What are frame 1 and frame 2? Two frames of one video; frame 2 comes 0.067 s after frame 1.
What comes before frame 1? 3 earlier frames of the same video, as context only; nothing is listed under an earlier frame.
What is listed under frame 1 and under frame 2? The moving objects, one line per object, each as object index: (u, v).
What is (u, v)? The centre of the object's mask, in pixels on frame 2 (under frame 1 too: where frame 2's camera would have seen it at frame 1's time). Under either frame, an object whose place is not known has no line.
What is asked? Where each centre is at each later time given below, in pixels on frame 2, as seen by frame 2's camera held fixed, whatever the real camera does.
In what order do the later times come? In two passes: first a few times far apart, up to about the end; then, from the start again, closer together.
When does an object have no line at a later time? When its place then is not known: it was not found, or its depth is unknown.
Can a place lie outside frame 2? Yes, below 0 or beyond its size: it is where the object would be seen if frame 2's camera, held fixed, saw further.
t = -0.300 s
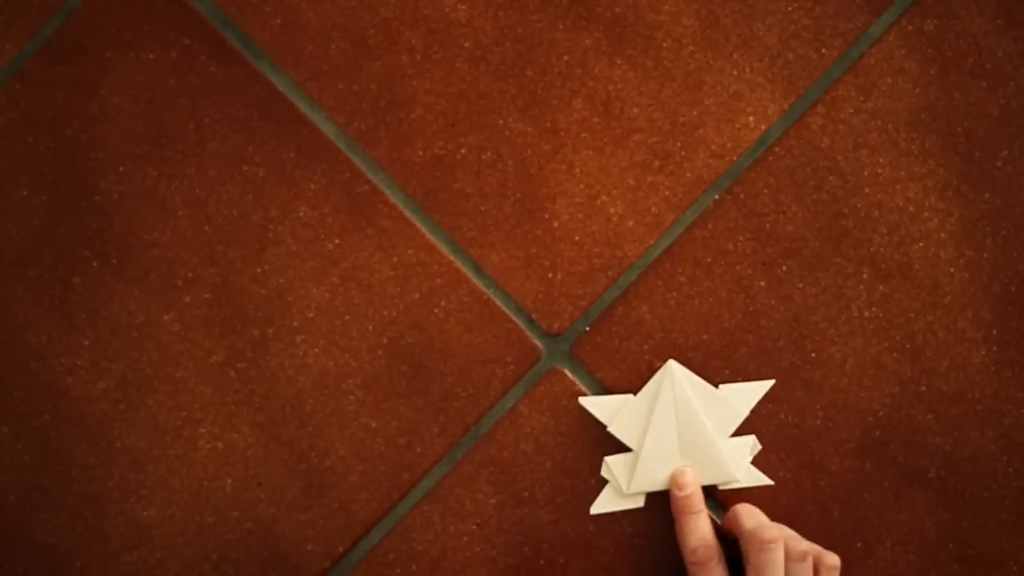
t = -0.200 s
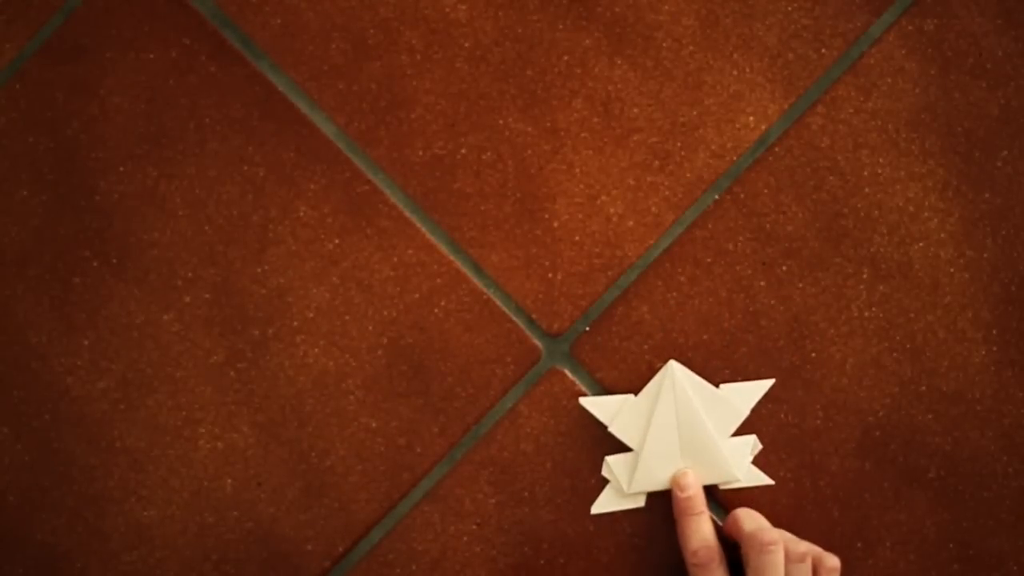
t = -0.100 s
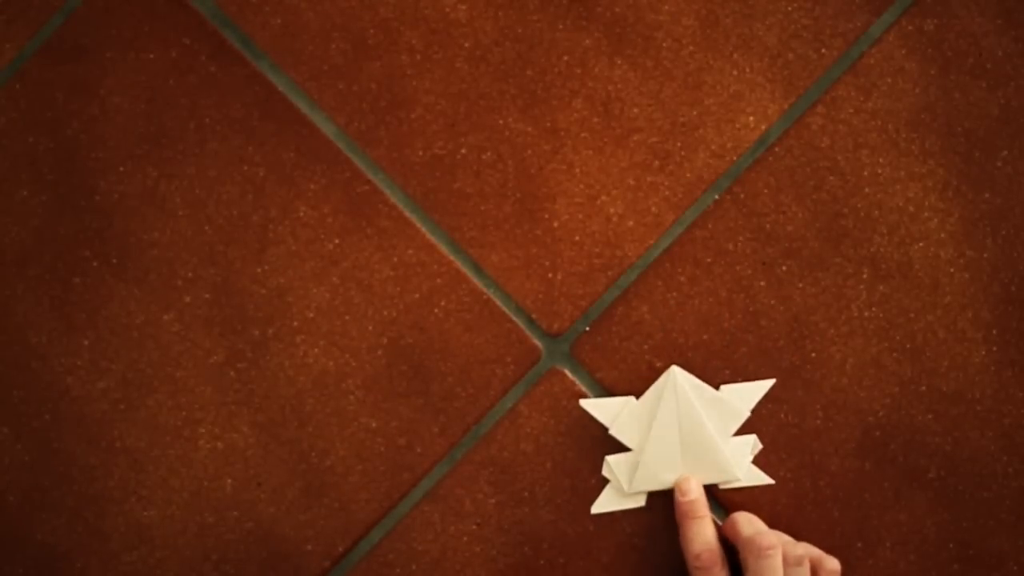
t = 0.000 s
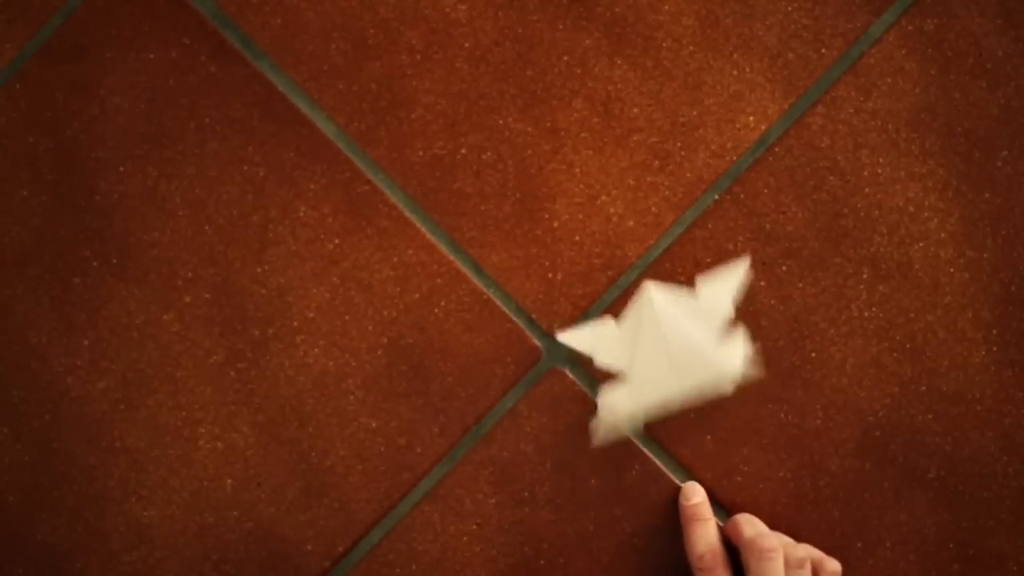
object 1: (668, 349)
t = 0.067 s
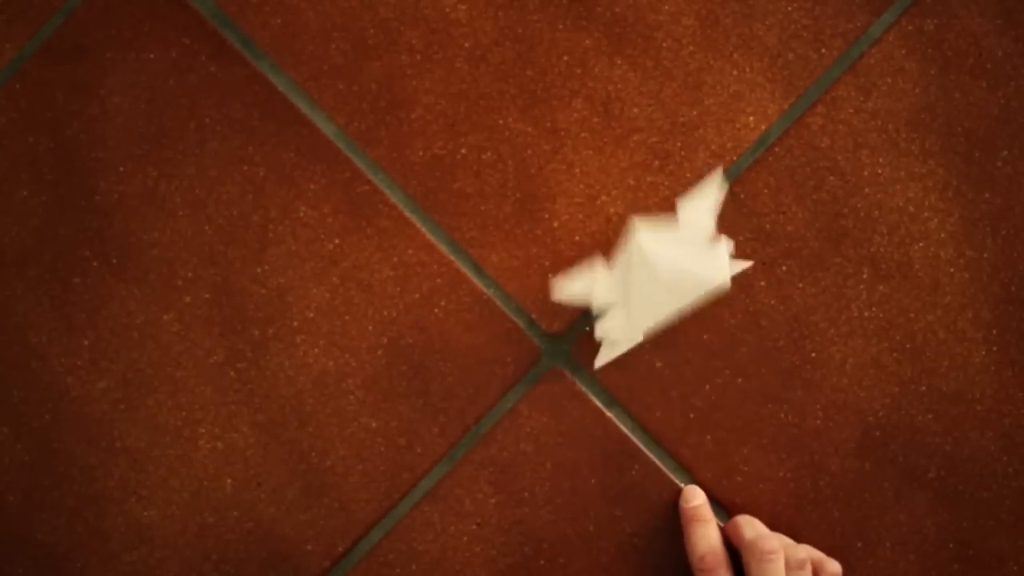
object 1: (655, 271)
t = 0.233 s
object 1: (642, 161)
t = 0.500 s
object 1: (641, 154)
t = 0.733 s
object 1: (641, 154)
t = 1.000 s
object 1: (641, 154)
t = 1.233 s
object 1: (641, 153)
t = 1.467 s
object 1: (641, 153)
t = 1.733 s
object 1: (641, 153)
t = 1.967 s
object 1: (641, 153)
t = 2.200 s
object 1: (641, 153)
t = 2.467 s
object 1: (641, 153)
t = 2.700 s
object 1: (641, 153)
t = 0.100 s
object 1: (644, 227)
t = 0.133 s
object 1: (646, 198)
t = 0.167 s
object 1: (644, 190)
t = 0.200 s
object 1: (643, 170)
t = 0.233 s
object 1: (642, 161)
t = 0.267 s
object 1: (642, 158)
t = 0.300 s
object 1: (641, 154)
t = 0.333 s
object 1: (641, 154)
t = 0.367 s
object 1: (641, 154)
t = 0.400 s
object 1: (641, 154)
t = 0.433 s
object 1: (641, 154)
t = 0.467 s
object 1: (641, 154)
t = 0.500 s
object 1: (641, 154)
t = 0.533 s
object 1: (641, 154)
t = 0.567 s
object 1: (641, 154)
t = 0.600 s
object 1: (641, 154)
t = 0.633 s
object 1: (641, 154)
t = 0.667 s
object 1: (641, 154)
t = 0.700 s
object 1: (641, 154)
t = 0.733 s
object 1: (641, 154)
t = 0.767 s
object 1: (641, 154)
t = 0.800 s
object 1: (641, 154)
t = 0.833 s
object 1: (641, 154)
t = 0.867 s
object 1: (641, 154)
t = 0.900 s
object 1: (641, 154)
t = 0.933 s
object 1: (641, 154)
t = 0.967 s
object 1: (641, 154)
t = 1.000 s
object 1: (641, 154)
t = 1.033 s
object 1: (641, 154)
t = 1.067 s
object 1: (641, 154)
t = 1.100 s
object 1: (641, 153)
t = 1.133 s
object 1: (641, 153)
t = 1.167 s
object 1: (641, 153)
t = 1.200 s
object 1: (641, 153)
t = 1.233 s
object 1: (641, 153)
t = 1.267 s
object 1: (641, 153)
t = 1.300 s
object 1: (641, 154)
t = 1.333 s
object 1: (641, 154)
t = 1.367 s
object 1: (641, 154)
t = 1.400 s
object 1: (641, 153)
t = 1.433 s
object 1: (641, 153)
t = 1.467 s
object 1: (641, 153)
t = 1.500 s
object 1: (641, 153)
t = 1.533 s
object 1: (641, 153)
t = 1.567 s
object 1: (641, 153)
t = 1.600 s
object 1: (641, 153)
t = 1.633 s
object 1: (641, 153)
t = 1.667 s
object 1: (641, 153)
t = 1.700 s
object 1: (641, 153)
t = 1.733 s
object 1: (641, 153)
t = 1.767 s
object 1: (641, 153)
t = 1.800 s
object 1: (641, 153)
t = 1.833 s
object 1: (641, 153)
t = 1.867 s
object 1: (641, 153)
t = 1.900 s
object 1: (641, 153)
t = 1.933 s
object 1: (641, 153)
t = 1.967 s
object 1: (641, 153)
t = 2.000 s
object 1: (641, 153)
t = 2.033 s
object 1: (641, 153)
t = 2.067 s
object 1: (641, 153)
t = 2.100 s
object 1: (641, 153)
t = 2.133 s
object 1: (641, 153)
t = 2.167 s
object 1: (641, 154)
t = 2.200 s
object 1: (641, 153)
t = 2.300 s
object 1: (641, 153)
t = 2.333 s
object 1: (641, 154)
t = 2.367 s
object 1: (641, 153)
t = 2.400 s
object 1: (641, 153)
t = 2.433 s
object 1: (641, 153)
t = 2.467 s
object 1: (641, 153)
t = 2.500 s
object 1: (641, 153)
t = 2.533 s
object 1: (641, 153)
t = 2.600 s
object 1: (641, 154)
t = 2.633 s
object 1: (641, 153)
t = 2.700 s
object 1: (641, 153)
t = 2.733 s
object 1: (640, 153)
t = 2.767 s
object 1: (640, 153)
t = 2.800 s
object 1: (641, 153)
